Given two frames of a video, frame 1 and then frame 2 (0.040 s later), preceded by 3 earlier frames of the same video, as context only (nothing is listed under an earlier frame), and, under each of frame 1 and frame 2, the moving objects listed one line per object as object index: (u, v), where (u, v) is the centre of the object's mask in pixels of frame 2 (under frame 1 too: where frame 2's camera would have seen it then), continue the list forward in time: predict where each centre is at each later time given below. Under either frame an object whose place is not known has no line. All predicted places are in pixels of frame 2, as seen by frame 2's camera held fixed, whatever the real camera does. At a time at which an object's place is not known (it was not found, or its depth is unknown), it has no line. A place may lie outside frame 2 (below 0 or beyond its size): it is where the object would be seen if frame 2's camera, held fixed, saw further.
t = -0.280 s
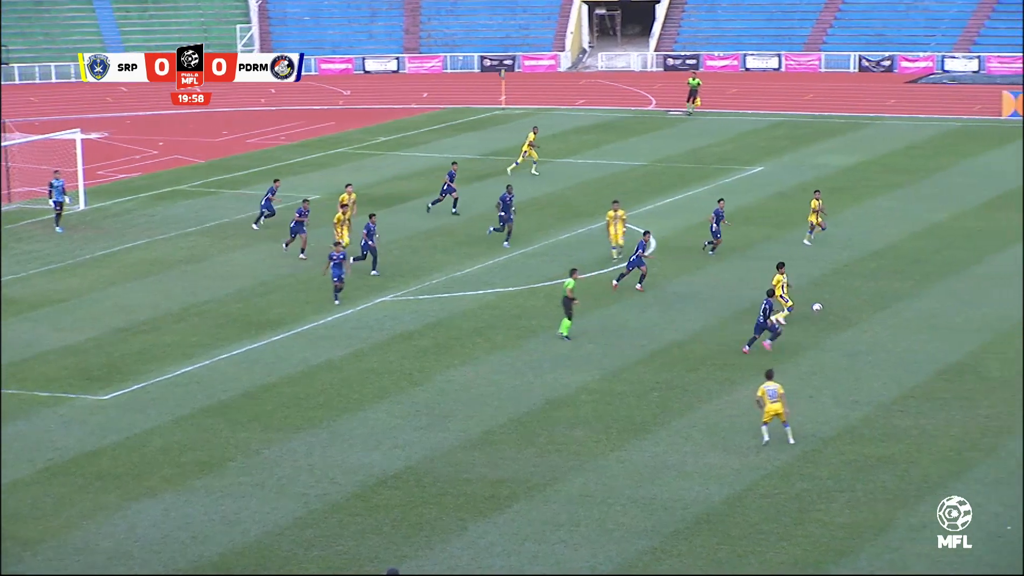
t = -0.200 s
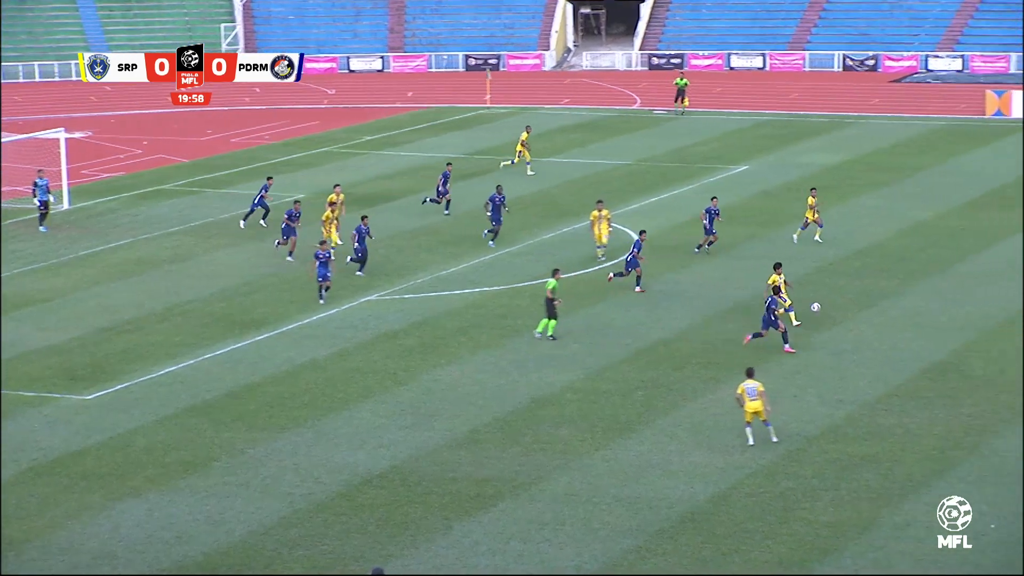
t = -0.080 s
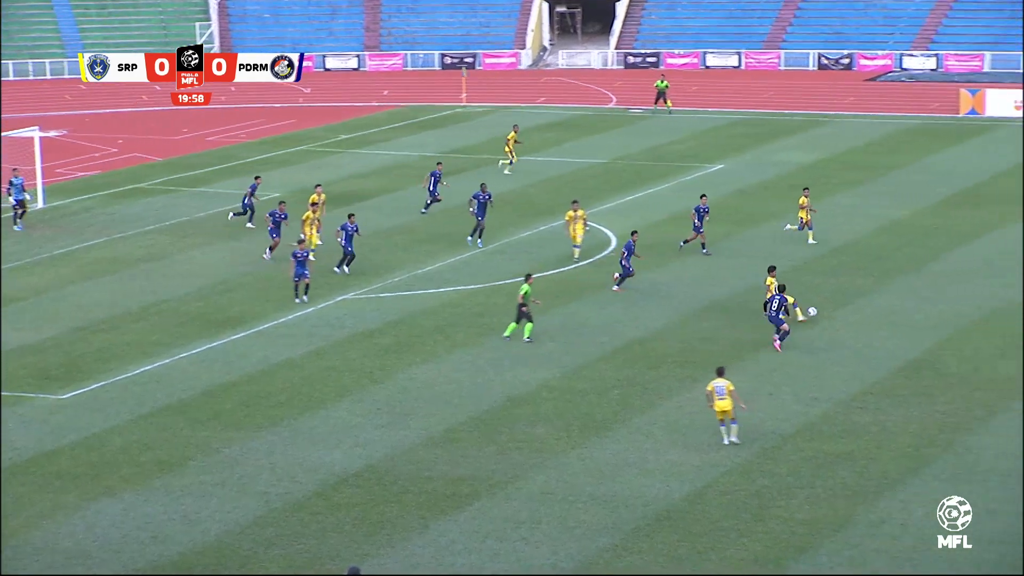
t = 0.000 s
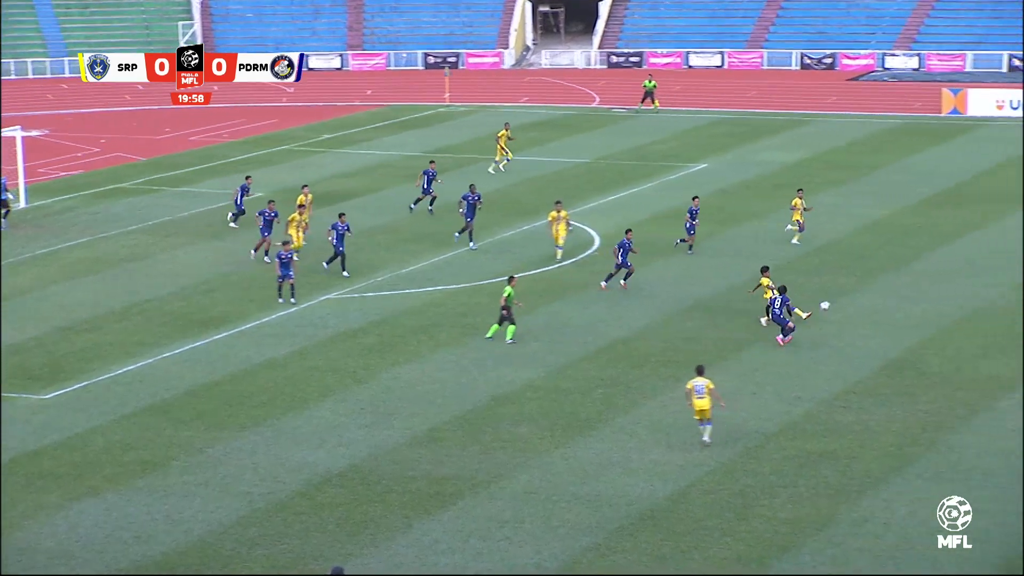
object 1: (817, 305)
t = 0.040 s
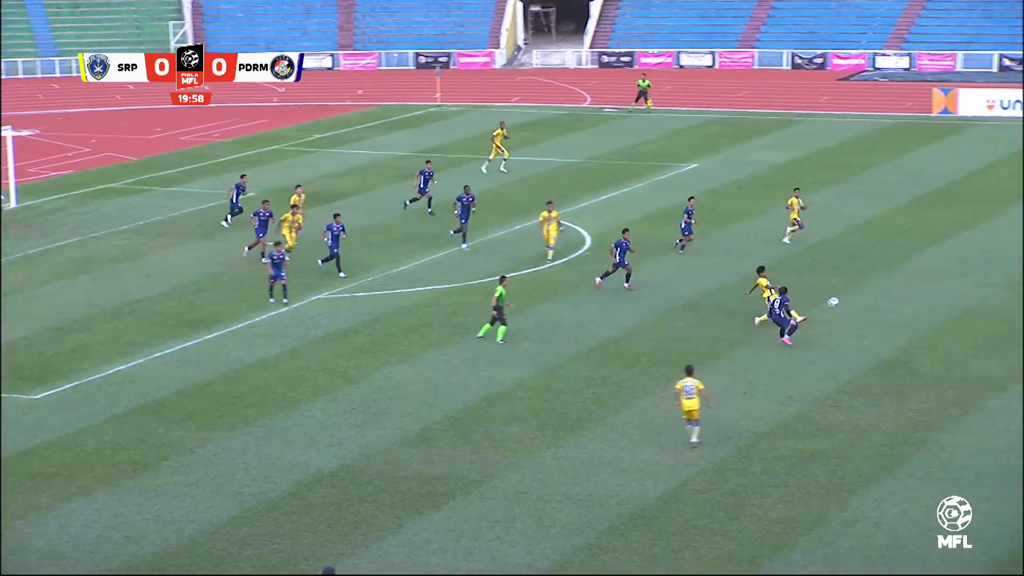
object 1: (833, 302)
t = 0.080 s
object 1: (850, 299)
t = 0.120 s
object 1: (866, 298)
